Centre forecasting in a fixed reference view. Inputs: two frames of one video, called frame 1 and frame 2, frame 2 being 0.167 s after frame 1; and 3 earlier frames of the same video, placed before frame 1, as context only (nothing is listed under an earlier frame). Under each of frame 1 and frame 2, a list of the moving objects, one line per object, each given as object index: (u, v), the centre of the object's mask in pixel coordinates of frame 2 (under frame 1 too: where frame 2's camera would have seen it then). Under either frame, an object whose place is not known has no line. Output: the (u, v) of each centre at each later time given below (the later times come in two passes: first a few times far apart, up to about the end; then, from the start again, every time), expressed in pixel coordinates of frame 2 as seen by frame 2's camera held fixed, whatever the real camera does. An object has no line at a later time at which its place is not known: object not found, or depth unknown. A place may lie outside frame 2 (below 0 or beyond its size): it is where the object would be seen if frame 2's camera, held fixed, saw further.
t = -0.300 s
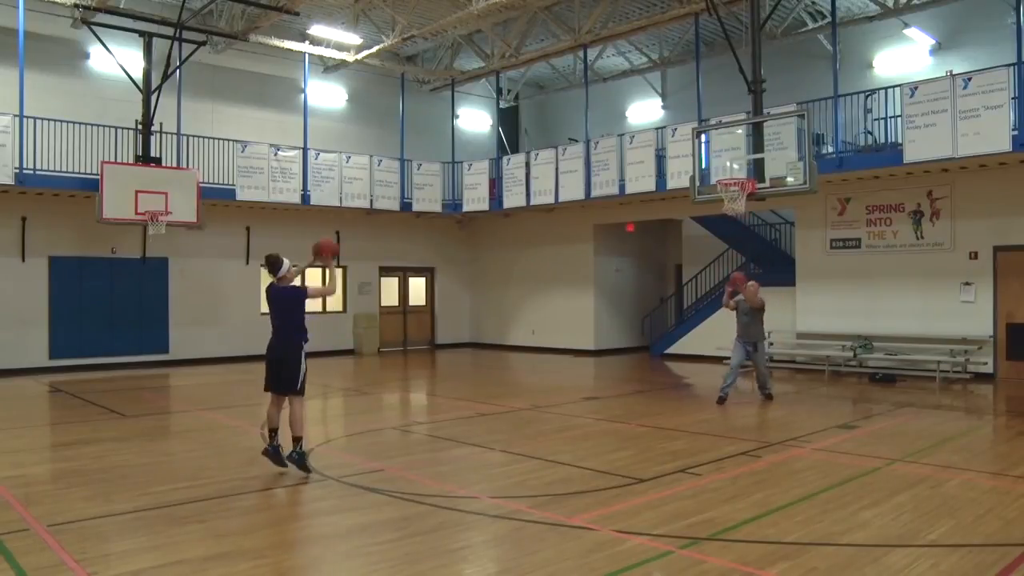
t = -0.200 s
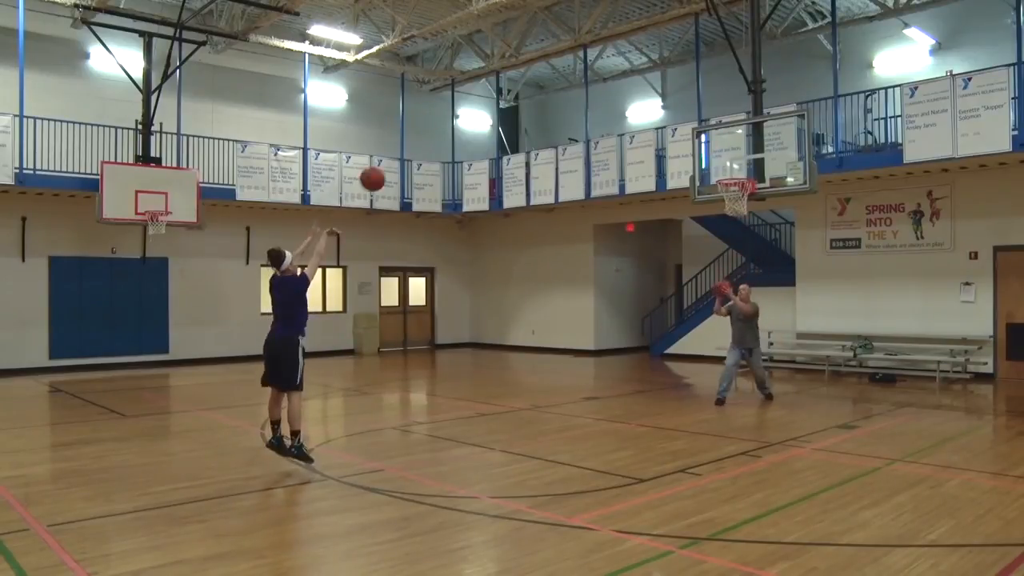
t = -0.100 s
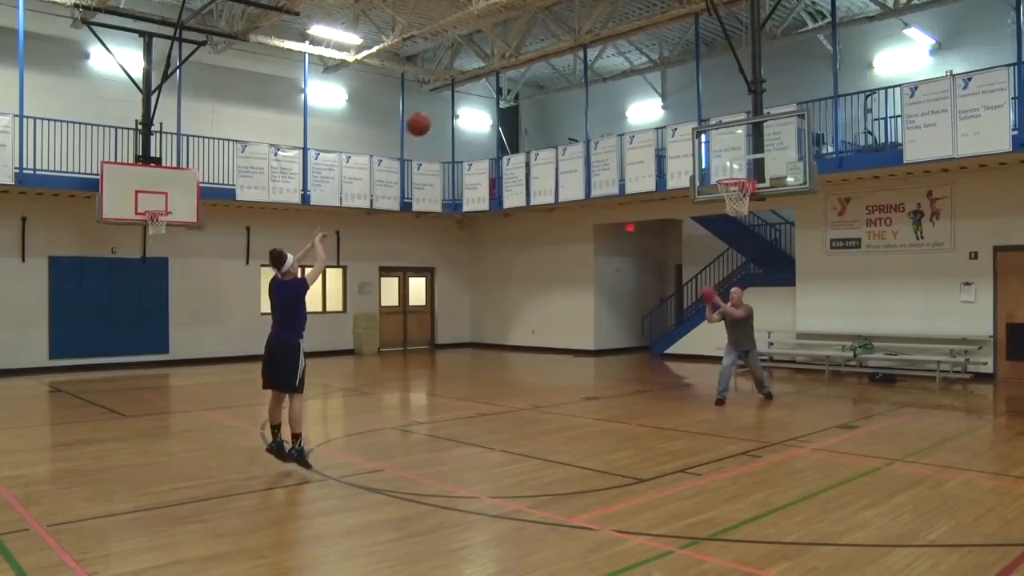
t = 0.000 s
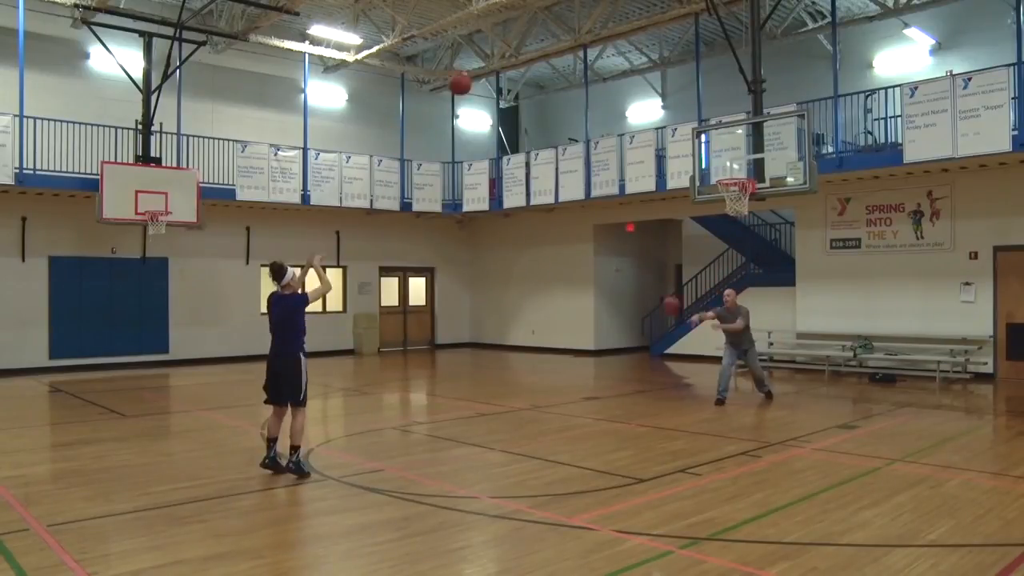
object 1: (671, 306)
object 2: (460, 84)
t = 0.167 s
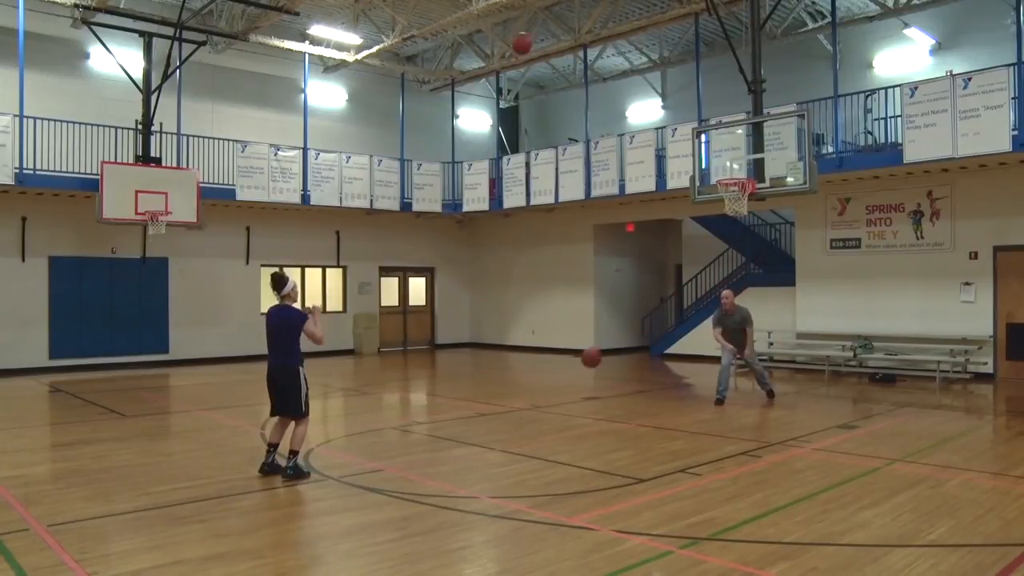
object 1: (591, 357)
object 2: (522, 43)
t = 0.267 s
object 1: (533, 407)
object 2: (555, 33)
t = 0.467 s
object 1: (448, 390)
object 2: (615, 40)
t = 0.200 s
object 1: (572, 373)
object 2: (533, 39)
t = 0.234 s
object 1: (553, 389)
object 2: (544, 36)
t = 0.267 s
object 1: (533, 407)
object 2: (555, 33)
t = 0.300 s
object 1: (512, 427)
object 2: (565, 32)
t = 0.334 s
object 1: (496, 429)
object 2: (577, 32)
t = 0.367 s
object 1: (484, 417)
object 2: (586, 32)
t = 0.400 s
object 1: (472, 407)
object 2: (596, 34)
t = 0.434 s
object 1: (460, 398)
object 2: (605, 37)
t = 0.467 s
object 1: (448, 390)
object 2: (615, 40)
